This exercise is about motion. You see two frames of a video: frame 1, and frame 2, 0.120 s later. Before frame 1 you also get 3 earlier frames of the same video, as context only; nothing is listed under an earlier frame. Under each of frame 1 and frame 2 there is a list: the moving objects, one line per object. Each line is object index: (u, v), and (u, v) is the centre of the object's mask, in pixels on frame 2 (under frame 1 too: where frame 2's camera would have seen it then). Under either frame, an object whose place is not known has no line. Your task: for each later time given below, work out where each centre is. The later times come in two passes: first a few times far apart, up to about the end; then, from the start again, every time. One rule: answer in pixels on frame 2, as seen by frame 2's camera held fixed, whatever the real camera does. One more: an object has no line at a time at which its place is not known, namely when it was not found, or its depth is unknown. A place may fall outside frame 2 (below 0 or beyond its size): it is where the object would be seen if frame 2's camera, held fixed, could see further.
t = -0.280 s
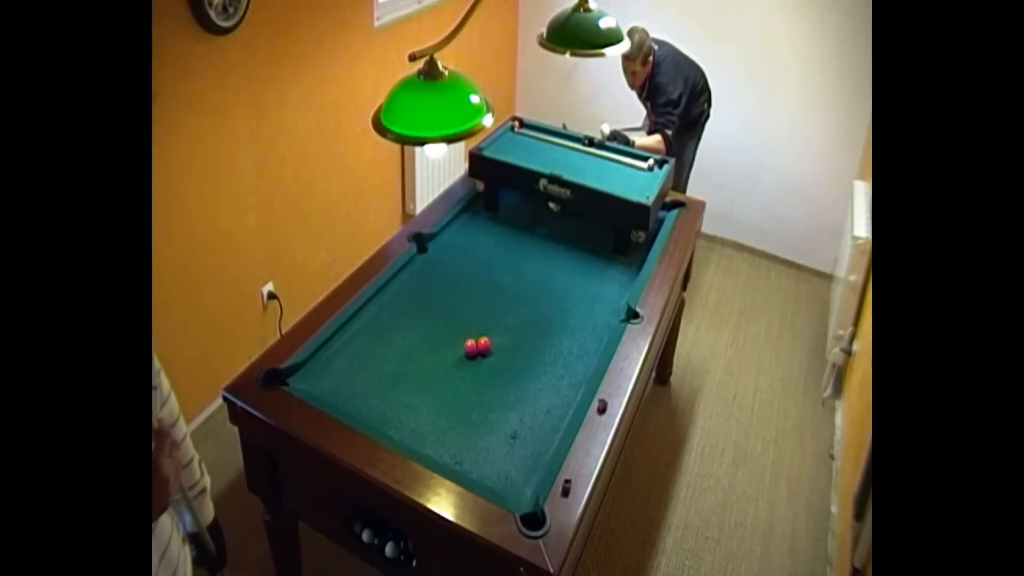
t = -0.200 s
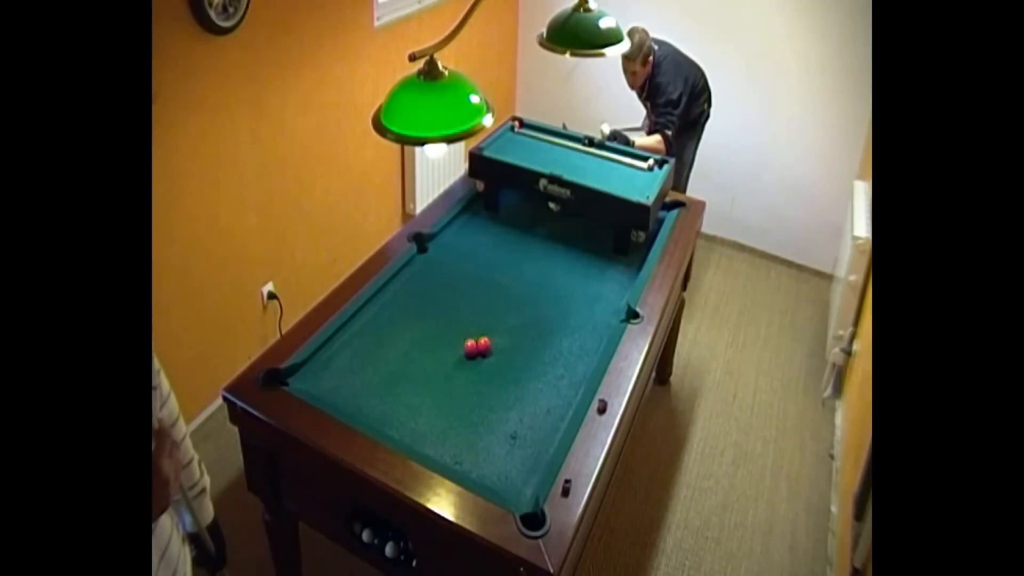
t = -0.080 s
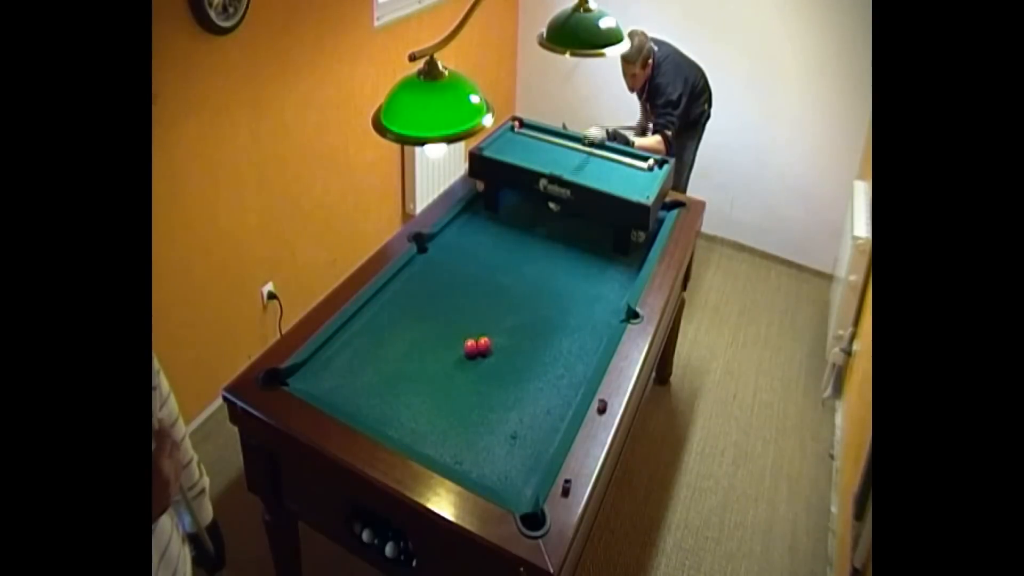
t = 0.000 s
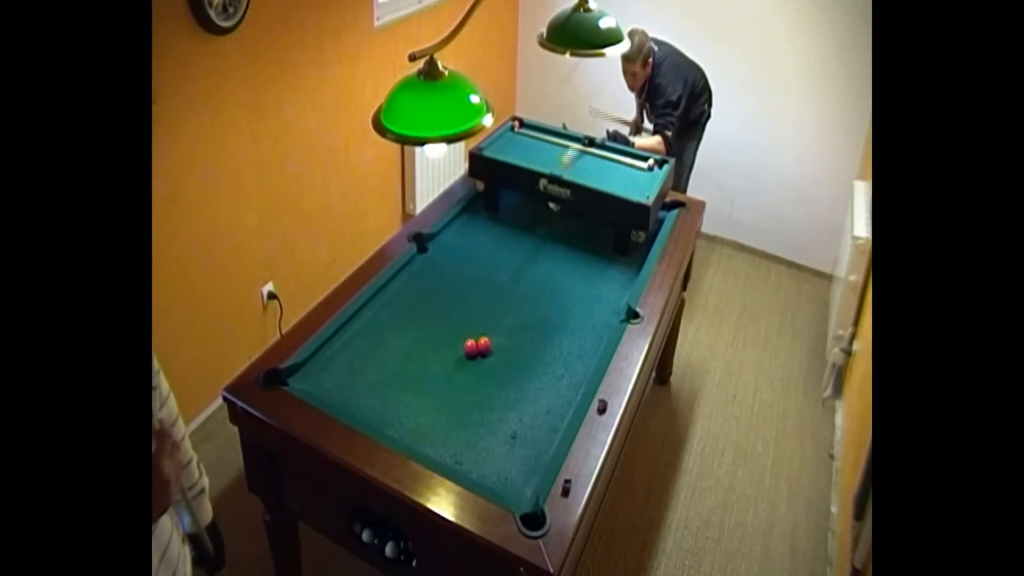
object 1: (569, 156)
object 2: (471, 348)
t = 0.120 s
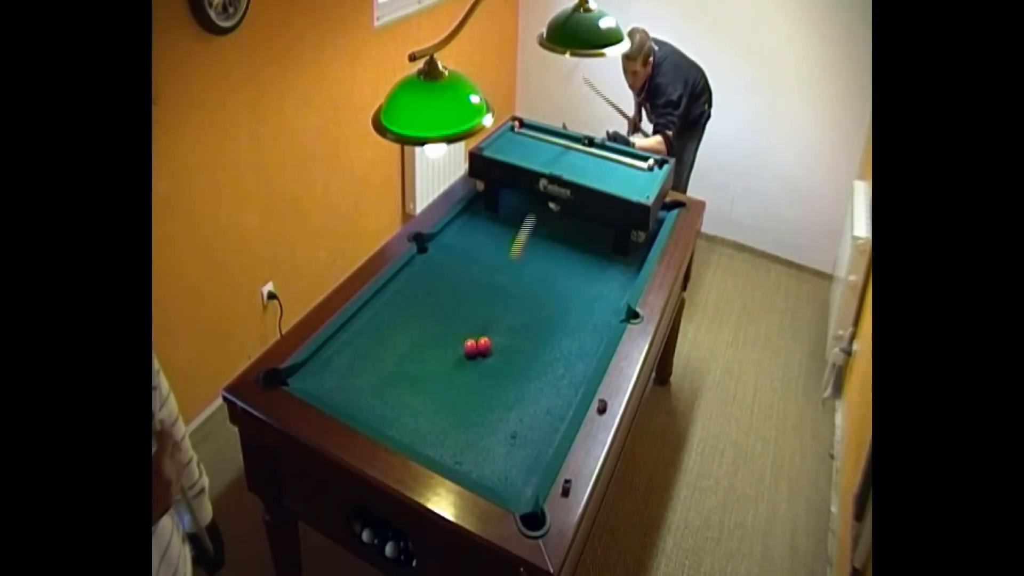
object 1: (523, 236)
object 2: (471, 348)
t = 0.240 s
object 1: (471, 324)
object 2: (459, 350)
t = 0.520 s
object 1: (393, 333)
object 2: (400, 360)
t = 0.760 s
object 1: (346, 335)
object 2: (351, 370)
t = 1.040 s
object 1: (378, 361)
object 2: (294, 376)
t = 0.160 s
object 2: (471, 348)
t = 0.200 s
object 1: (481, 325)
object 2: (469, 348)
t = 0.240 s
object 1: (471, 324)
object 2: (459, 350)
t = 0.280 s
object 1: (458, 323)
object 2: (451, 352)
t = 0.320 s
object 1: (445, 329)
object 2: (442, 353)
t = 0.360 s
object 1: (433, 331)
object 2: (434, 354)
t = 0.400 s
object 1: (423, 330)
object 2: (425, 356)
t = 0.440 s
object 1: (413, 332)
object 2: (417, 358)
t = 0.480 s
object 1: (403, 332)
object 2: (409, 359)
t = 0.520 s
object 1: (393, 333)
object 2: (400, 360)
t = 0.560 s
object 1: (382, 333)
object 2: (392, 362)
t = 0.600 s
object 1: (372, 333)
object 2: (384, 364)
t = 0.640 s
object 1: (361, 333)
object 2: (375, 365)
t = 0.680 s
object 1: (351, 332)
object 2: (367, 366)
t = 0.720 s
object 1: (343, 332)
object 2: (359, 367)
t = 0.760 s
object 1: (346, 335)
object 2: (351, 370)
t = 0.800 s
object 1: (351, 339)
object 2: (342, 371)
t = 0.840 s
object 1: (355, 343)
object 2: (335, 371)
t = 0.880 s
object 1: (359, 347)
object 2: (327, 373)
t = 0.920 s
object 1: (364, 350)
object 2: (318, 374)
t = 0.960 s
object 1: (369, 354)
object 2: (310, 376)
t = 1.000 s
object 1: (373, 357)
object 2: (302, 377)
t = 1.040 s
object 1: (378, 361)
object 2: (294, 376)
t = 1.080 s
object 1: (383, 364)
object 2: (287, 377)
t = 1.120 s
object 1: (388, 368)
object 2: (281, 381)
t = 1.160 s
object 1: (392, 372)
